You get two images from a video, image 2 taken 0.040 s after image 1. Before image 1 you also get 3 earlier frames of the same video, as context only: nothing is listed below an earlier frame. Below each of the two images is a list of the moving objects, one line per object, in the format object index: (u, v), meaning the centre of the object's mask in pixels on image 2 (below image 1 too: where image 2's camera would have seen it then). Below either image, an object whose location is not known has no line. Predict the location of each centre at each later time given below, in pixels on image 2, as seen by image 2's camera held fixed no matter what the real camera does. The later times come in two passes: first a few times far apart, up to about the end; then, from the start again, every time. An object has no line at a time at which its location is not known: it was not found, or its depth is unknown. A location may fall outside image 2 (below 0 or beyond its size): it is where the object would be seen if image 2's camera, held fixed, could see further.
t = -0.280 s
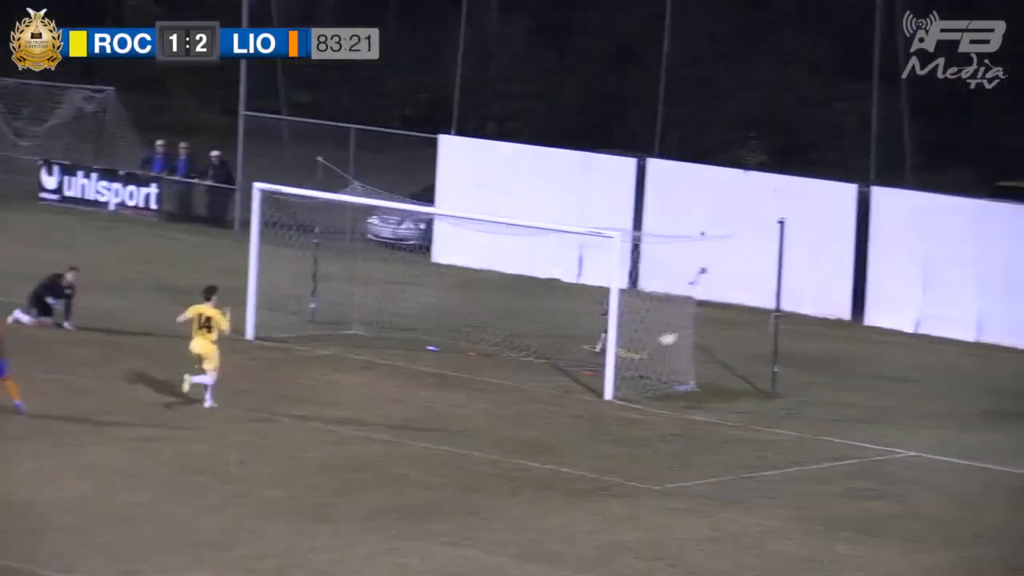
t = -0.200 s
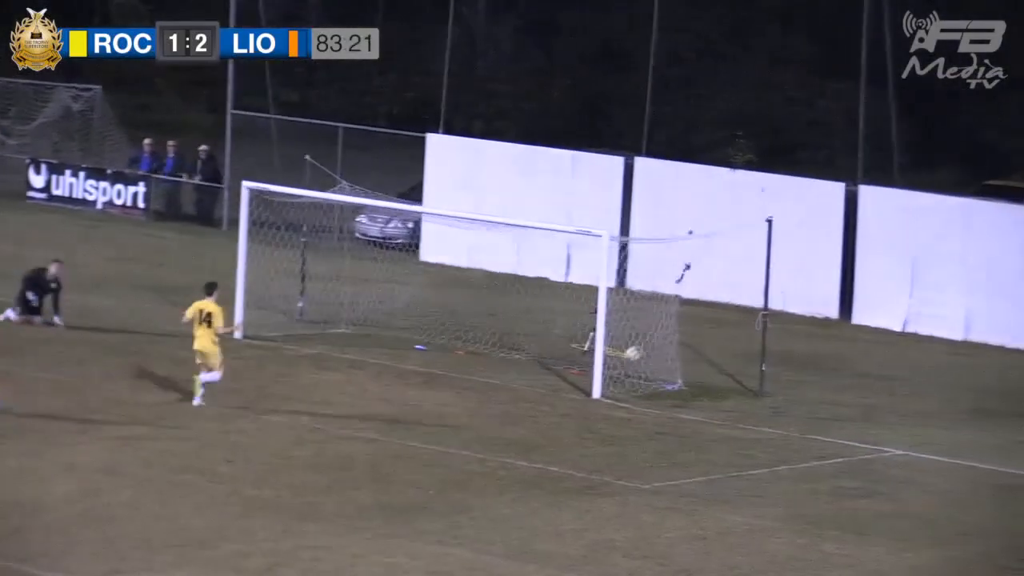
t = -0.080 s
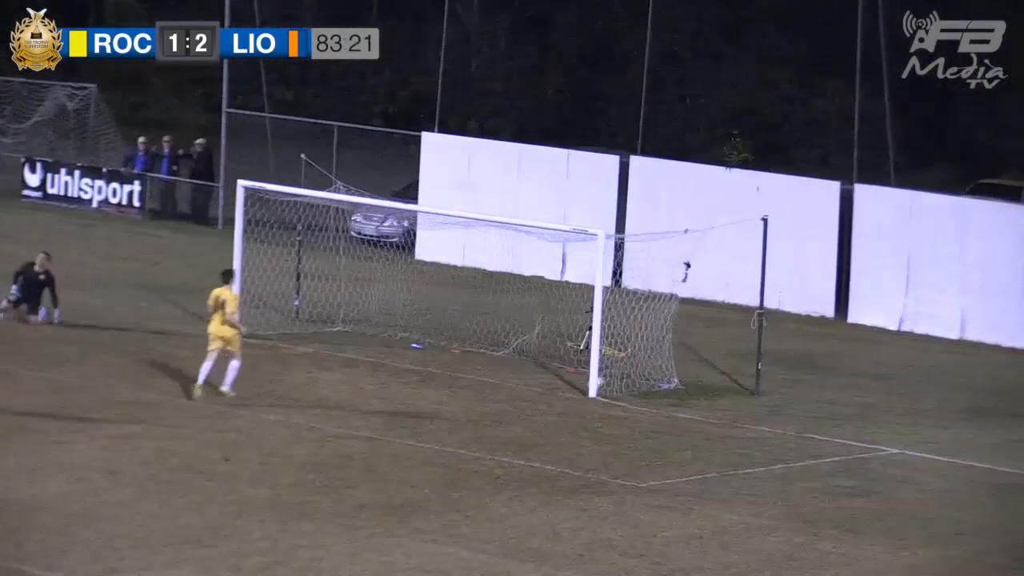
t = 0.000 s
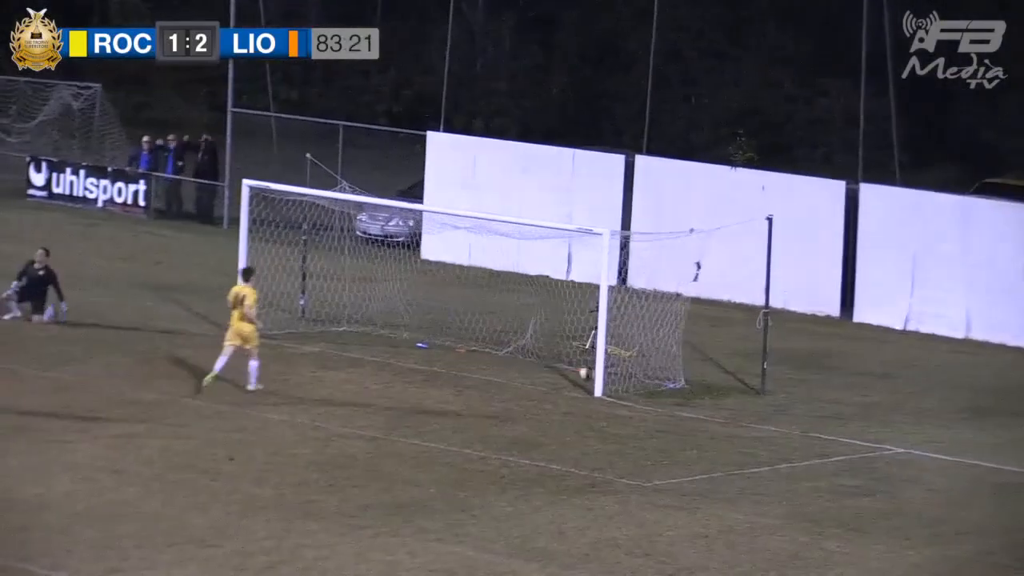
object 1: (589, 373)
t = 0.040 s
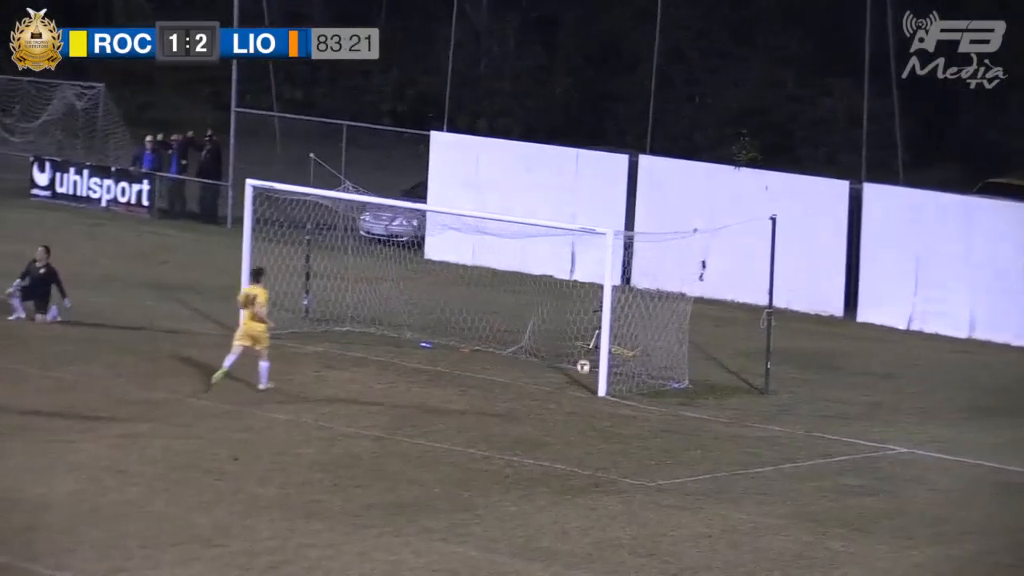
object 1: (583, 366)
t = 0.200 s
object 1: (558, 352)
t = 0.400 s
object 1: (525, 357)
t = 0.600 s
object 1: (492, 382)
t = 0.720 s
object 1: (474, 372)
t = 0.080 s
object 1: (578, 361)
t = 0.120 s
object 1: (571, 358)
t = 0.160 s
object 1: (565, 354)
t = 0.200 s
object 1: (558, 352)
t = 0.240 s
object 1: (551, 352)
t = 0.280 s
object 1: (545, 351)
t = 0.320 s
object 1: (539, 352)
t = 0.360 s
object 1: (532, 354)
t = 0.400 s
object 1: (525, 357)
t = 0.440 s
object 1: (519, 362)
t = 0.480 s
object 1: (512, 367)
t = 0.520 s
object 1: (505, 373)
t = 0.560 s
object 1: (498, 381)
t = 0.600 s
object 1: (492, 382)
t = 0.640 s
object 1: (486, 378)
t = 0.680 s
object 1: (481, 374)
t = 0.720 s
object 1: (474, 372)
